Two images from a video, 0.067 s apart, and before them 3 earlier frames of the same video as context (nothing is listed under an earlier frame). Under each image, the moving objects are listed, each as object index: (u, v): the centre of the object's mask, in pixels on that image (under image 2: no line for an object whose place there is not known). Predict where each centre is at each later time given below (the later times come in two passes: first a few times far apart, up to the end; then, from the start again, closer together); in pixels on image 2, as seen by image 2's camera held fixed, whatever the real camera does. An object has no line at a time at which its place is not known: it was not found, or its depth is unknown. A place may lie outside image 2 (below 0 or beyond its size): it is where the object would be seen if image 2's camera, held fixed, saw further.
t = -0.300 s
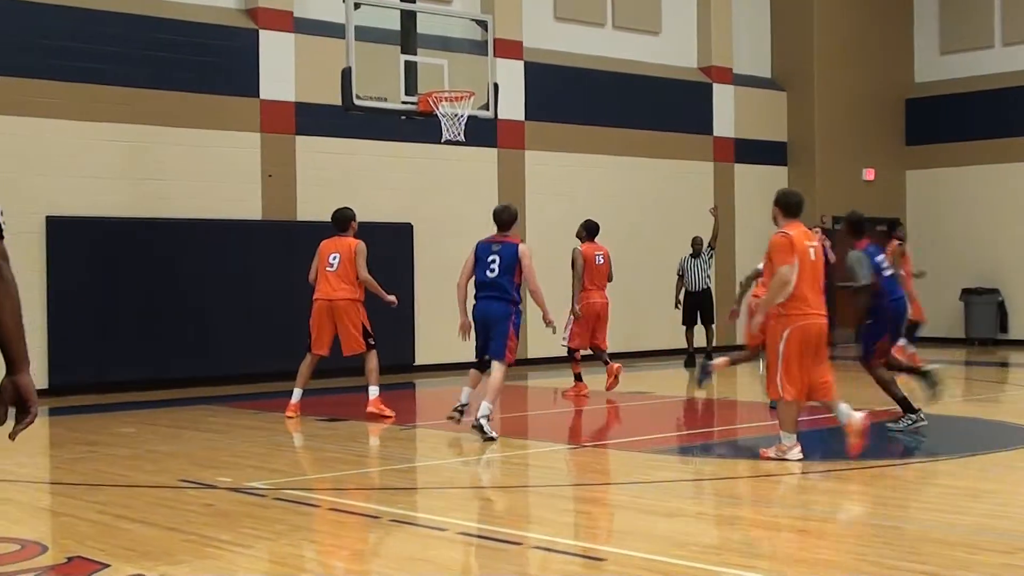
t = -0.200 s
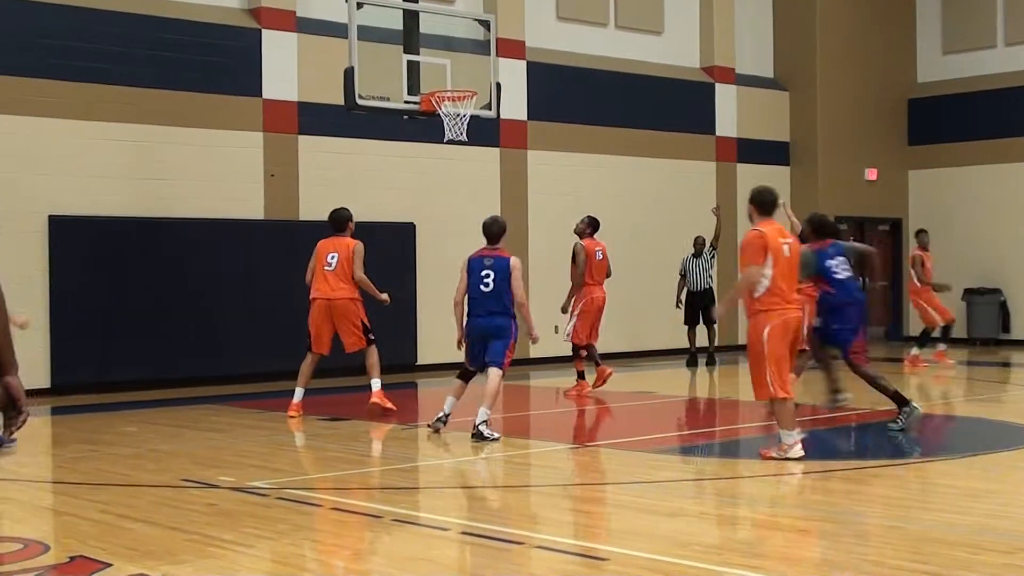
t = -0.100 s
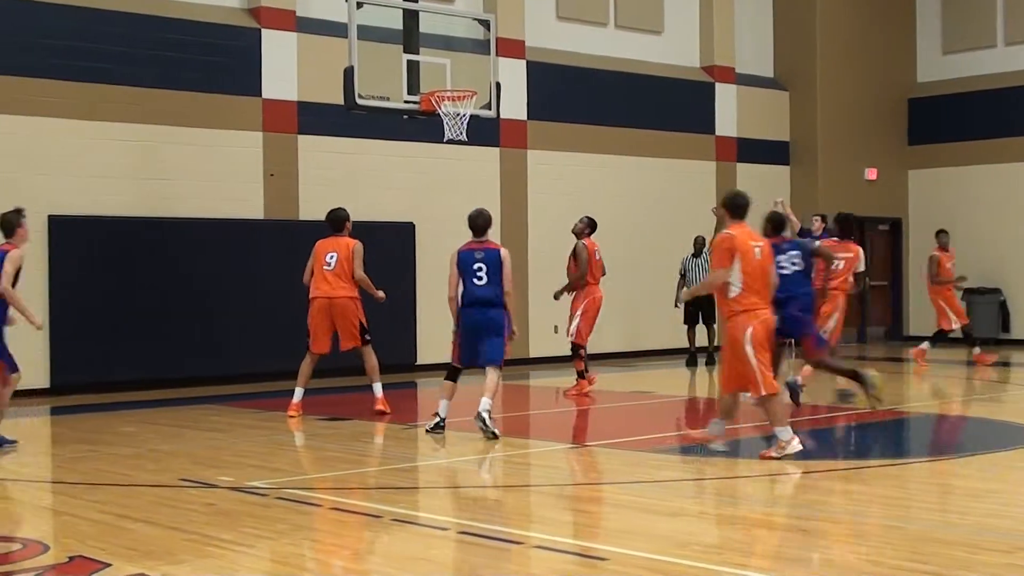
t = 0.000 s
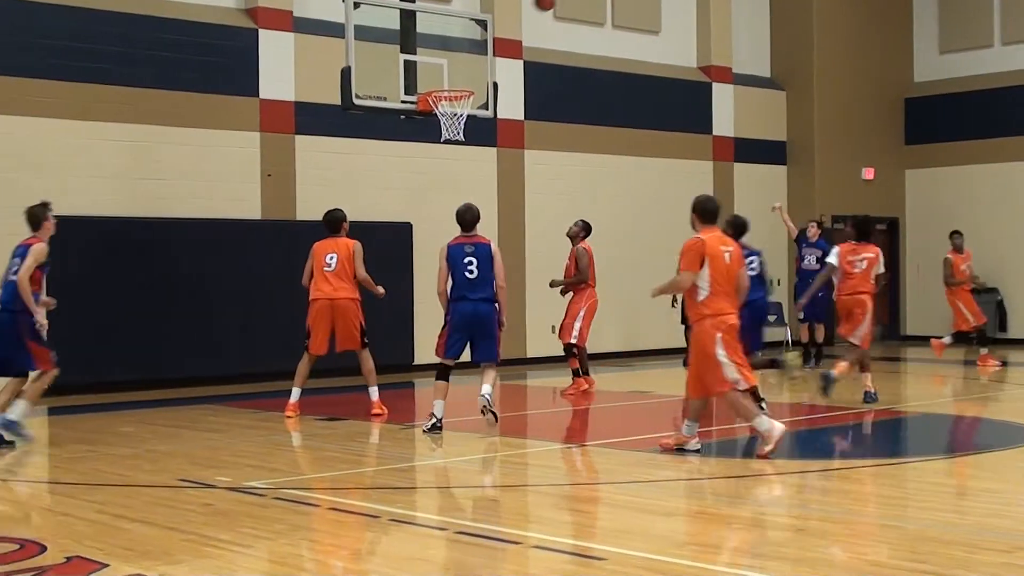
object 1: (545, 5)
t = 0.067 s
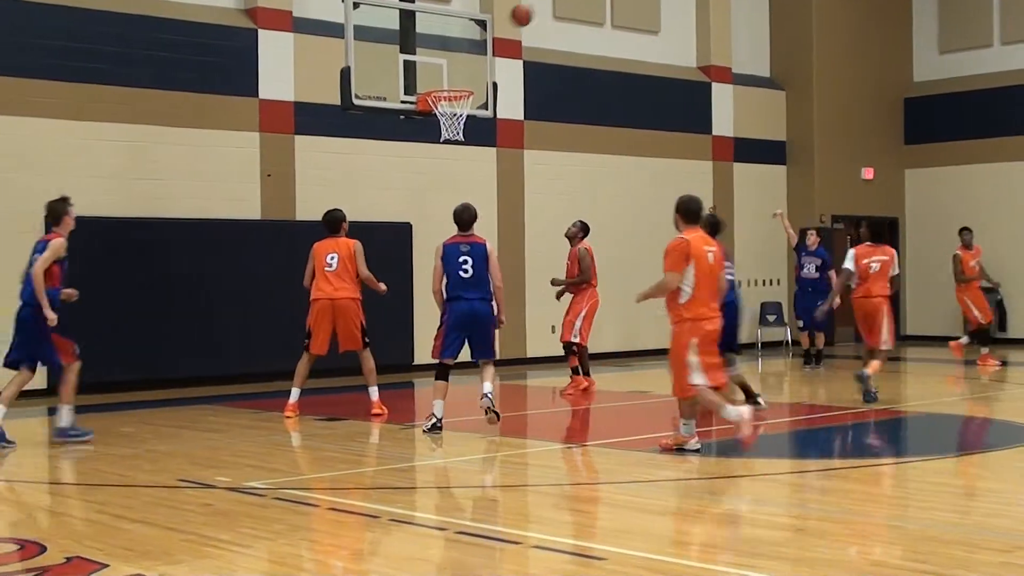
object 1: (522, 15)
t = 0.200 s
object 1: (475, 58)
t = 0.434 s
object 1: (422, 118)
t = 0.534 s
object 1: (415, 133)
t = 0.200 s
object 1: (475, 58)
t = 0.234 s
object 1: (463, 72)
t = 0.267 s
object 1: (450, 84)
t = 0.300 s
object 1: (435, 107)
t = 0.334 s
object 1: (431, 114)
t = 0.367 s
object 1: (426, 116)
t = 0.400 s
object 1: (425, 115)
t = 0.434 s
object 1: (422, 118)
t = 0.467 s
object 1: (419, 122)
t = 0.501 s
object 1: (417, 127)
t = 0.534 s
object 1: (415, 133)
